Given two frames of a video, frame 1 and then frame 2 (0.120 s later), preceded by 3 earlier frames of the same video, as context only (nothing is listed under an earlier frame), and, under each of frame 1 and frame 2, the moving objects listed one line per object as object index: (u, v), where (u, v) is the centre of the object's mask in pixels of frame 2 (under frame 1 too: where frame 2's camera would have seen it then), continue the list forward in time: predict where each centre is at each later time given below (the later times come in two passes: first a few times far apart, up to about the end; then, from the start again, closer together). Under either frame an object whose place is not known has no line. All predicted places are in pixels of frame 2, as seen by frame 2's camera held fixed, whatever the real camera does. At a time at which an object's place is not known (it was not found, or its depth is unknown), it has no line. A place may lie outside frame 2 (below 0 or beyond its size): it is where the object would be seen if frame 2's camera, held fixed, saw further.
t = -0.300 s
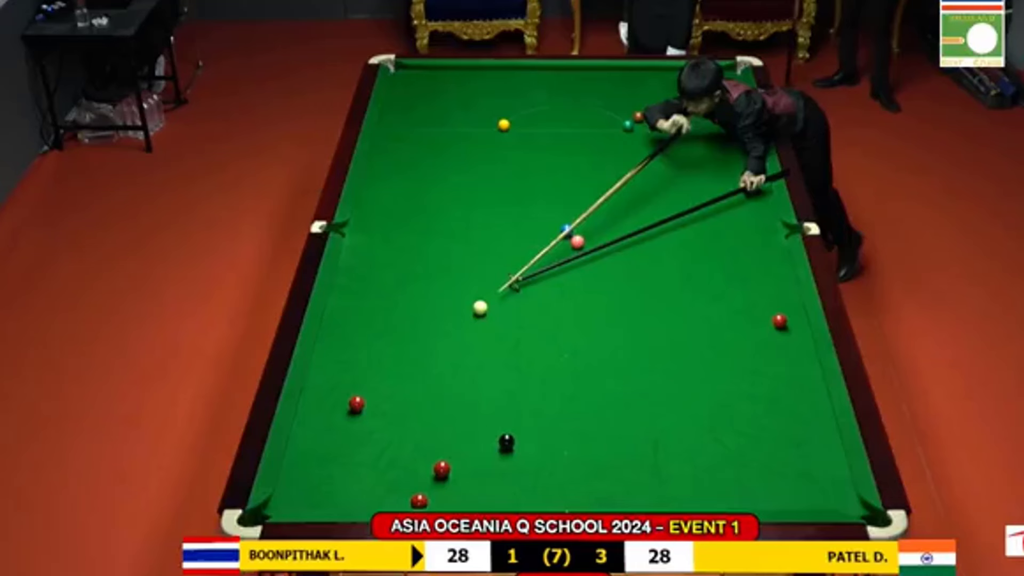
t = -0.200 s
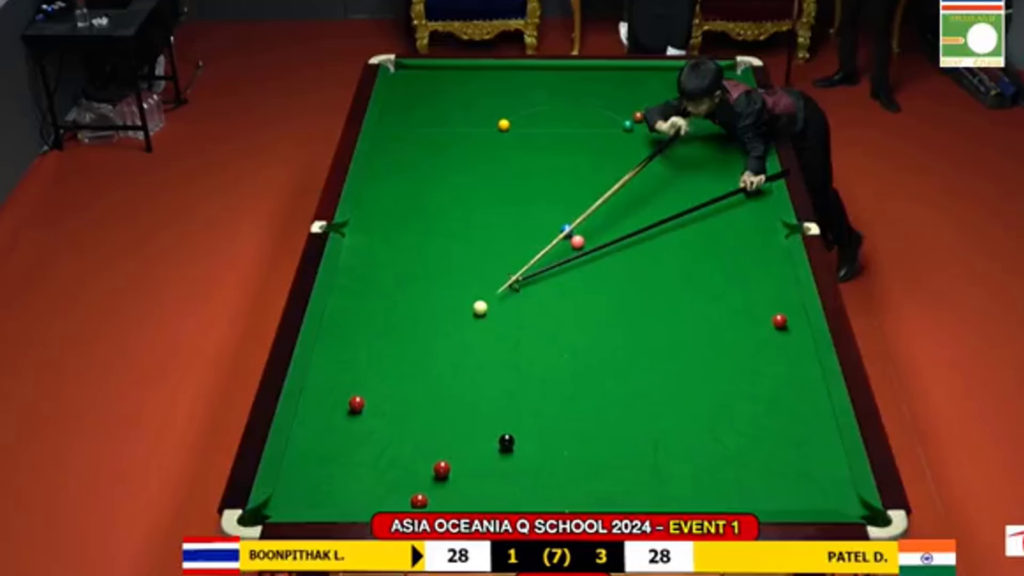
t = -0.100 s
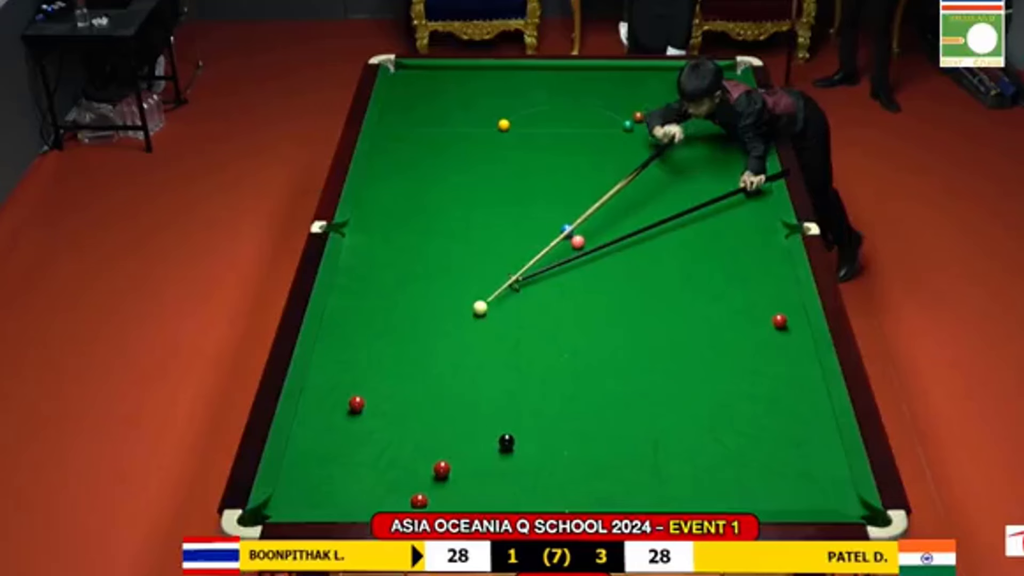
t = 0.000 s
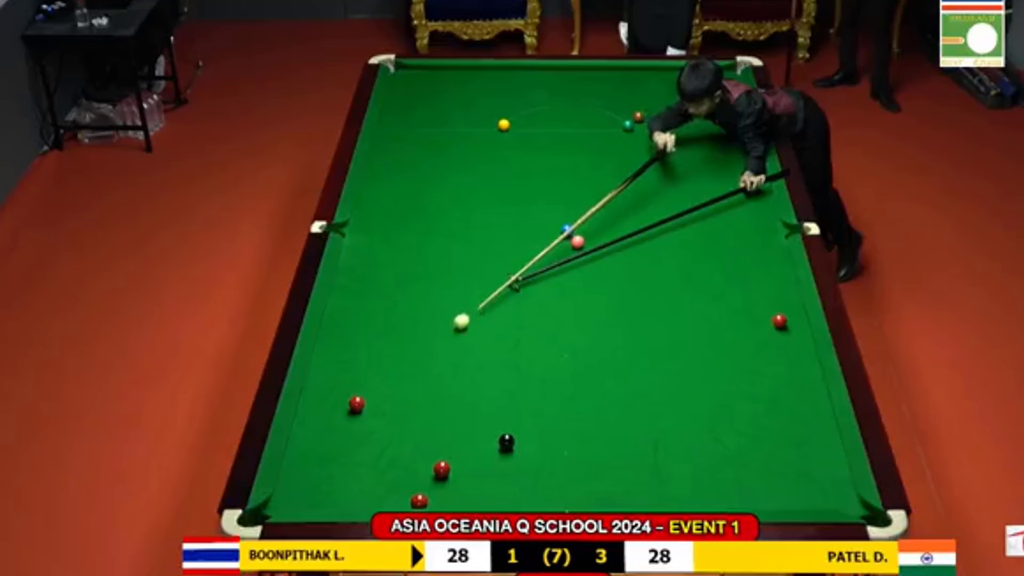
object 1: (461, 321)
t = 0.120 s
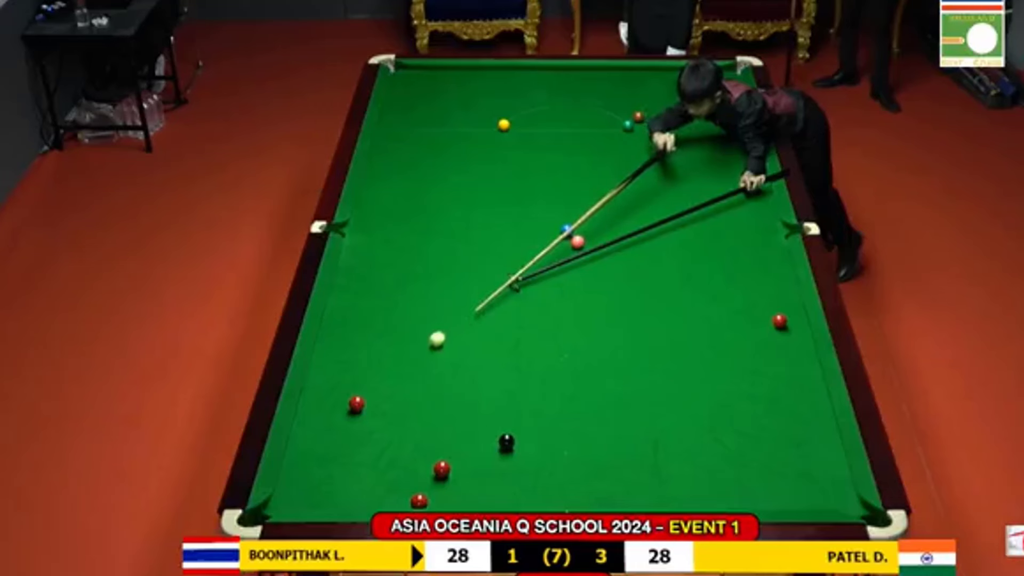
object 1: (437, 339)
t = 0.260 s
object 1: (411, 358)
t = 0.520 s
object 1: (363, 393)
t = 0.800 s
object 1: (333, 400)
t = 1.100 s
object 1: (306, 406)
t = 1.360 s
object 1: (320, 410)
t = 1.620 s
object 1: (331, 412)
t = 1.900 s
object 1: (342, 415)
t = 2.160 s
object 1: (351, 417)
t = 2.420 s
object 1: (358, 418)
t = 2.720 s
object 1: (364, 419)
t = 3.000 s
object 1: (369, 420)
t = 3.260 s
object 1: (371, 420)
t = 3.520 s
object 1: (372, 420)
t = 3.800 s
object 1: (372, 420)
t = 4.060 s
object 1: (372, 420)
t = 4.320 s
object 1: (372, 420)
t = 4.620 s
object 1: (372, 420)
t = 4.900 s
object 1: (372, 420)
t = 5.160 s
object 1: (372, 420)
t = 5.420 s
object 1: (372, 420)
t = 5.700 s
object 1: (372, 420)
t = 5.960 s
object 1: (372, 420)
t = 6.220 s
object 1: (372, 420)
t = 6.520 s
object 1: (372, 420)
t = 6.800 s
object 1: (372, 420)
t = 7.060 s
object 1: (372, 420)
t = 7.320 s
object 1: (372, 420)
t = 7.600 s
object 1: (372, 420)
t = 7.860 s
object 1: (372, 420)
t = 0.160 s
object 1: (429, 345)
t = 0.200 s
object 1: (422, 351)
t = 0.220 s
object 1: (419, 353)
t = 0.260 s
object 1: (411, 358)
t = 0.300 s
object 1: (404, 364)
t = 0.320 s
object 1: (400, 367)
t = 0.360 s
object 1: (392, 372)
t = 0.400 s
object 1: (385, 378)
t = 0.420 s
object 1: (381, 381)
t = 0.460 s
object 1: (374, 386)
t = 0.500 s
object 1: (366, 391)
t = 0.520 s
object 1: (363, 393)
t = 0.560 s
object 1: (359, 393)
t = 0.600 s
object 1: (354, 395)
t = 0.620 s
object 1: (352, 396)
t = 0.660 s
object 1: (348, 397)
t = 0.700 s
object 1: (344, 397)
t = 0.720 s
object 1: (342, 398)
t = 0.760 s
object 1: (337, 399)
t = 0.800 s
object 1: (333, 400)
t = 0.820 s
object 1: (331, 400)
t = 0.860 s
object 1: (327, 401)
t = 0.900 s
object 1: (323, 402)
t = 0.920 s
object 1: (321, 402)
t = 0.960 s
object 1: (317, 403)
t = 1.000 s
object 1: (313, 404)
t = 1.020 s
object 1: (310, 405)
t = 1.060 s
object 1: (306, 406)
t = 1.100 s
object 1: (306, 406)
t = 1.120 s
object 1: (307, 407)
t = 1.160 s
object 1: (309, 407)
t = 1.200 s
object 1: (311, 408)
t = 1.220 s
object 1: (312, 408)
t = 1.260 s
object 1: (314, 408)
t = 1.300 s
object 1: (316, 409)
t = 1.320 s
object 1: (317, 409)
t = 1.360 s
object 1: (320, 410)
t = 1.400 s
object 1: (321, 410)
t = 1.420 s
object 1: (322, 410)
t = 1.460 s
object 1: (324, 411)
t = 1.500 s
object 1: (326, 411)
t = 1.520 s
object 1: (327, 411)
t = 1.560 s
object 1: (328, 412)
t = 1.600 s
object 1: (330, 412)
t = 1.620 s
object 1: (331, 412)
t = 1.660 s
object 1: (333, 413)
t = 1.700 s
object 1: (334, 413)
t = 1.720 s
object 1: (335, 413)
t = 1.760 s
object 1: (337, 414)
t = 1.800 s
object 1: (338, 414)
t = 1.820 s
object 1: (339, 414)
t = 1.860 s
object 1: (340, 414)
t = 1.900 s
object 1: (342, 415)
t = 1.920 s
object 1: (343, 415)
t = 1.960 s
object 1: (344, 415)
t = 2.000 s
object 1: (345, 415)
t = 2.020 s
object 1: (346, 415)
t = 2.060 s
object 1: (347, 416)
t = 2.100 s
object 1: (349, 416)
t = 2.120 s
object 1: (349, 416)
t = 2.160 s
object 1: (351, 417)
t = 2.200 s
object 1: (352, 417)
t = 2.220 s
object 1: (352, 417)
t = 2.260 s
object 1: (354, 417)
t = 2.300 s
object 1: (354, 417)
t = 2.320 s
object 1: (355, 418)
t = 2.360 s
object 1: (356, 418)
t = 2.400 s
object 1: (357, 418)
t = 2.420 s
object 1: (358, 418)
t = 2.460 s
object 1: (359, 418)
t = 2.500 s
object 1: (360, 418)
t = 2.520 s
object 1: (360, 418)
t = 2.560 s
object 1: (361, 418)
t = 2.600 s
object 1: (362, 419)
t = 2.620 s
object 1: (362, 419)
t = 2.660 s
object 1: (363, 419)
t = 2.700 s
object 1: (364, 419)
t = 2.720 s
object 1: (364, 419)
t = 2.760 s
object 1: (365, 419)
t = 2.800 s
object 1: (366, 419)
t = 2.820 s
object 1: (366, 420)
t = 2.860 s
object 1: (366, 420)
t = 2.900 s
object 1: (367, 420)
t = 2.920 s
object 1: (368, 420)
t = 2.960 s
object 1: (368, 420)
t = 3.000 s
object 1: (369, 420)
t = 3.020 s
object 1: (369, 420)
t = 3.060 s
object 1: (369, 420)
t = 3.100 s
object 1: (370, 420)
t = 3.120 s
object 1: (370, 420)
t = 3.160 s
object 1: (370, 420)
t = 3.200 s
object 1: (371, 420)
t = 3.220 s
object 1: (371, 420)
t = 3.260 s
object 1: (371, 420)
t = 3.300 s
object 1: (372, 420)
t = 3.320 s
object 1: (372, 420)
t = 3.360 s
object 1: (372, 420)
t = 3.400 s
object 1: (372, 420)
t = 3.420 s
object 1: (372, 420)
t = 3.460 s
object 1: (372, 420)
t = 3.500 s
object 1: (372, 420)
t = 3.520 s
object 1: (372, 420)
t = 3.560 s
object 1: (372, 420)
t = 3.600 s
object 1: (372, 420)
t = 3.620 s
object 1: (372, 420)
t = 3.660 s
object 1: (372, 420)
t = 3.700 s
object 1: (372, 420)
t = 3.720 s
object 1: (372, 420)
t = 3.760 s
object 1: (372, 420)
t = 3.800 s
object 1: (372, 420)
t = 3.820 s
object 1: (372, 420)
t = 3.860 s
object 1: (372, 420)
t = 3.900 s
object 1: (372, 420)
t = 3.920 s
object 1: (372, 420)
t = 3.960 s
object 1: (372, 420)
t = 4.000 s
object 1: (372, 420)
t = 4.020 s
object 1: (372, 420)
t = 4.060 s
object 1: (372, 420)
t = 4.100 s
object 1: (372, 420)
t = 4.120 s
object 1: (372, 420)
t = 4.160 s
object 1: (372, 420)
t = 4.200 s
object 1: (372, 420)
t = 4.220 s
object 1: (372, 420)
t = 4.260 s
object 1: (372, 420)
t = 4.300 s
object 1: (372, 420)
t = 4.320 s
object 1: (372, 420)
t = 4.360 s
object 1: (372, 420)
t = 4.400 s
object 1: (372, 420)
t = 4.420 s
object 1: (372, 420)
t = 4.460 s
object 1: (372, 420)
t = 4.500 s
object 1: (372, 420)
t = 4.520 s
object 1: (372, 420)
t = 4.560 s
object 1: (372, 420)
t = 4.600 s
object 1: (372, 420)
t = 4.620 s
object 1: (372, 420)
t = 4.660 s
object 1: (372, 420)
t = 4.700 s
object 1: (372, 420)
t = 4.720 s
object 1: (372, 420)
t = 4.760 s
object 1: (372, 420)
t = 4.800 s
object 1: (372, 420)
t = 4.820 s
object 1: (372, 420)
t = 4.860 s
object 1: (372, 420)
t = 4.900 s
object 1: (372, 420)
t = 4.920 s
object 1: (372, 420)
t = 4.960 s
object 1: (372, 420)
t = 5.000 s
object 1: (372, 420)
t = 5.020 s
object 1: (372, 420)
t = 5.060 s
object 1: (372, 420)
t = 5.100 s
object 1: (372, 420)
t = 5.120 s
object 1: (372, 420)
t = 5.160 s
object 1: (372, 420)
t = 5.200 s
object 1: (372, 420)
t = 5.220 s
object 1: (372, 420)
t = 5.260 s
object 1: (372, 420)
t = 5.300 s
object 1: (372, 420)
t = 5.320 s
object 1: (372, 420)
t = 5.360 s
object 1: (372, 420)
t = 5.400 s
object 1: (372, 420)
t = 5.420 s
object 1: (372, 420)
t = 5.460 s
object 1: (372, 420)
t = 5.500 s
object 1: (372, 420)
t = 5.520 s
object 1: (372, 420)
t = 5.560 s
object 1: (372, 420)
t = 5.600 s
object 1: (372, 420)
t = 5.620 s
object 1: (372, 420)
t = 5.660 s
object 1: (372, 420)
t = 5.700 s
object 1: (372, 420)
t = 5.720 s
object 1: (372, 420)
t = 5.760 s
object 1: (372, 420)
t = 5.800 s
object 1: (372, 420)
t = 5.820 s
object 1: (372, 420)
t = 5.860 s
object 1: (372, 420)
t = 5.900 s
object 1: (372, 420)
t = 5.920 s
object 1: (372, 420)
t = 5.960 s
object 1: (372, 420)
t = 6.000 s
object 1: (372, 420)
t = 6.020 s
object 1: (372, 420)
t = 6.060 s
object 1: (372, 420)
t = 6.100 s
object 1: (372, 420)
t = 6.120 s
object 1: (372, 420)
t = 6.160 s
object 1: (372, 420)
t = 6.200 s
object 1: (372, 420)
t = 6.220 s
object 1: (372, 420)
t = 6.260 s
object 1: (372, 420)
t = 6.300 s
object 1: (372, 420)
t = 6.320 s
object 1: (372, 420)
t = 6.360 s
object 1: (372, 420)
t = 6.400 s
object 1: (372, 420)
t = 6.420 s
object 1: (372, 420)
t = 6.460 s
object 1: (372, 420)
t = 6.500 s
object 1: (372, 420)
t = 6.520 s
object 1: (372, 420)
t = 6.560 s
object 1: (372, 420)
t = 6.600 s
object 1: (372, 420)
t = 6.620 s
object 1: (372, 420)
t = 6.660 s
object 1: (372, 420)
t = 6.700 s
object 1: (372, 420)
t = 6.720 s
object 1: (372, 420)
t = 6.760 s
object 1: (372, 420)
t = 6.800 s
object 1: (372, 420)
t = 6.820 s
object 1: (372, 420)
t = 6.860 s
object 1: (372, 420)
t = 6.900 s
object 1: (372, 420)
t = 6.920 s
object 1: (372, 420)
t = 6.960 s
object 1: (372, 420)
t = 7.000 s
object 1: (372, 420)
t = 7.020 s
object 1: (372, 420)
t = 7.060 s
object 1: (372, 420)
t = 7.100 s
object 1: (372, 420)
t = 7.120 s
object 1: (372, 420)
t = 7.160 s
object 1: (372, 420)
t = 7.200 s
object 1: (372, 420)
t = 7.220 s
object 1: (372, 420)
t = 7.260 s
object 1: (372, 420)
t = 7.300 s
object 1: (372, 420)
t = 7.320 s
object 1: (372, 420)
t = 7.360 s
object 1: (372, 420)
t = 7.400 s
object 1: (372, 420)
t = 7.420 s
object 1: (372, 420)
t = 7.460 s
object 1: (372, 420)
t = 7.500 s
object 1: (372, 420)
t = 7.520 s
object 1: (372, 420)
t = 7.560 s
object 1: (372, 420)
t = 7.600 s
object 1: (372, 420)
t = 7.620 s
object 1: (372, 420)
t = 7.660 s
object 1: (372, 420)
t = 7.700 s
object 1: (372, 420)
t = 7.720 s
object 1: (372, 420)
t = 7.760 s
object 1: (372, 420)
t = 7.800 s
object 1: (372, 420)
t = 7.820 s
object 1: (372, 420)
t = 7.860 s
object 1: (372, 420)
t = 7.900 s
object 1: (372, 420)
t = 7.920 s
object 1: (372, 420)
